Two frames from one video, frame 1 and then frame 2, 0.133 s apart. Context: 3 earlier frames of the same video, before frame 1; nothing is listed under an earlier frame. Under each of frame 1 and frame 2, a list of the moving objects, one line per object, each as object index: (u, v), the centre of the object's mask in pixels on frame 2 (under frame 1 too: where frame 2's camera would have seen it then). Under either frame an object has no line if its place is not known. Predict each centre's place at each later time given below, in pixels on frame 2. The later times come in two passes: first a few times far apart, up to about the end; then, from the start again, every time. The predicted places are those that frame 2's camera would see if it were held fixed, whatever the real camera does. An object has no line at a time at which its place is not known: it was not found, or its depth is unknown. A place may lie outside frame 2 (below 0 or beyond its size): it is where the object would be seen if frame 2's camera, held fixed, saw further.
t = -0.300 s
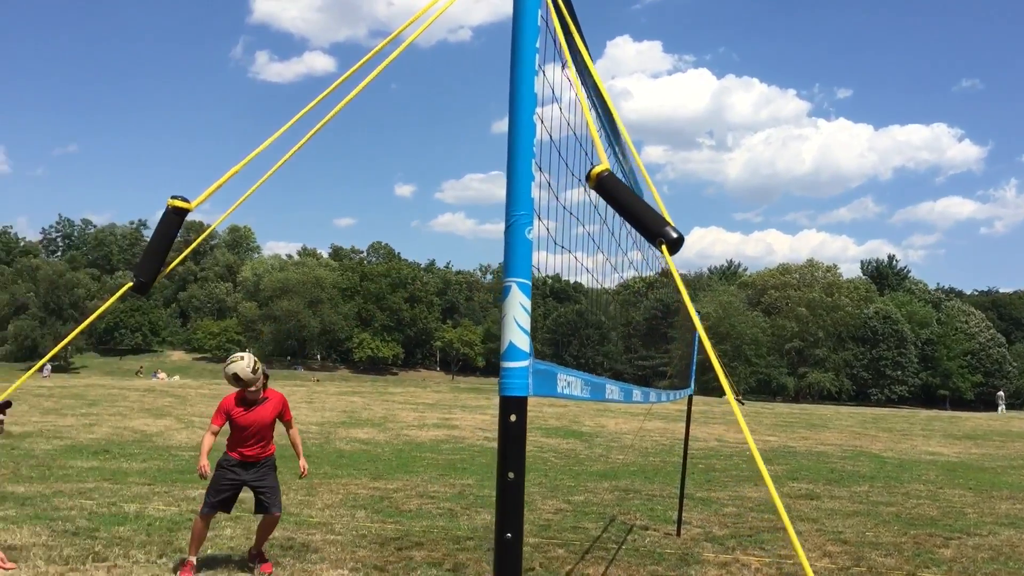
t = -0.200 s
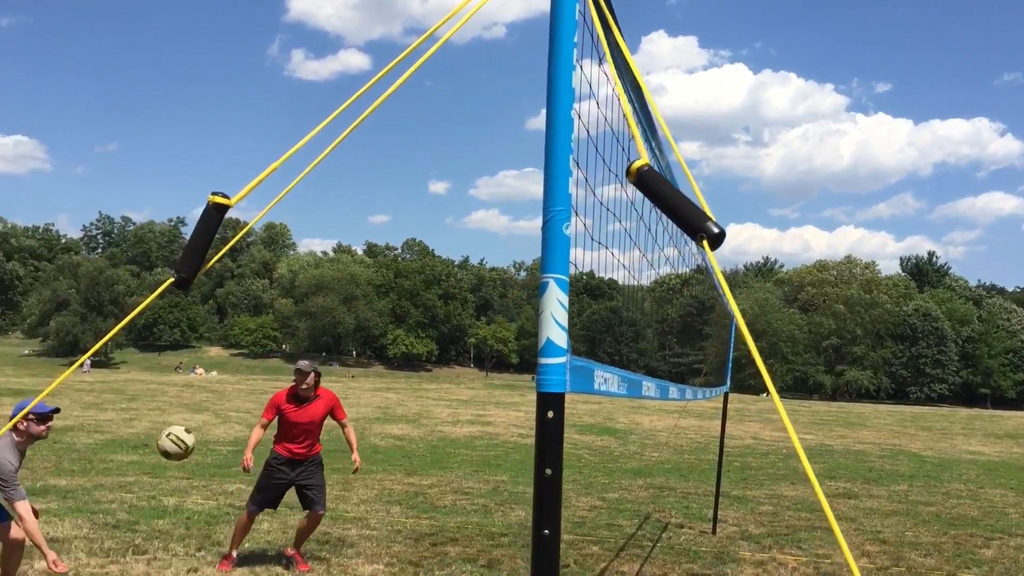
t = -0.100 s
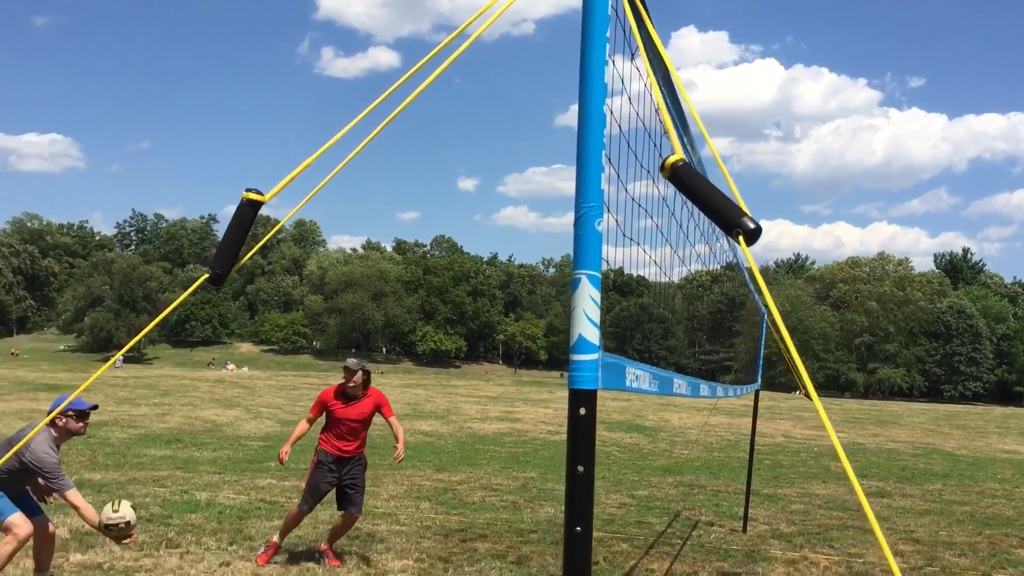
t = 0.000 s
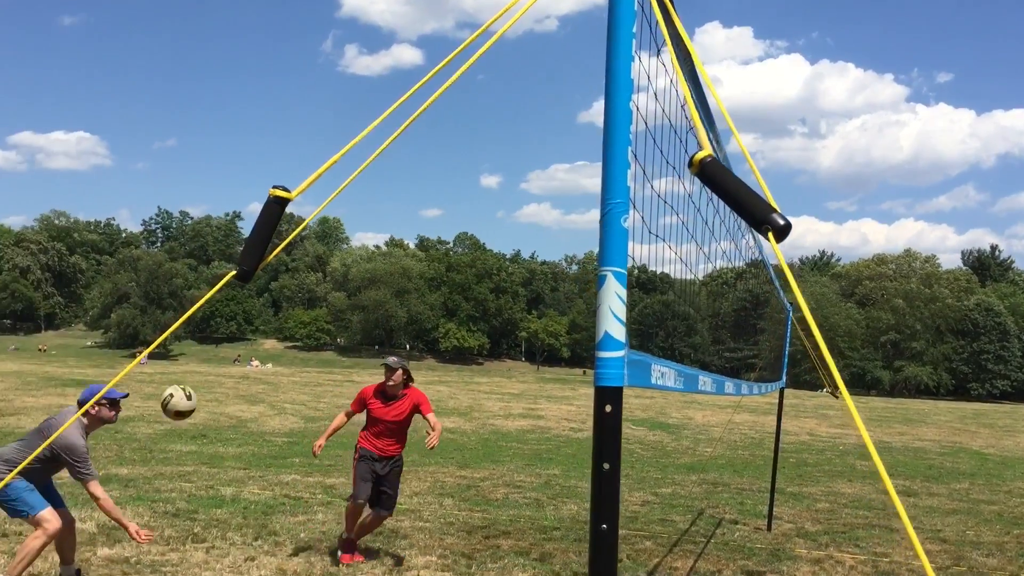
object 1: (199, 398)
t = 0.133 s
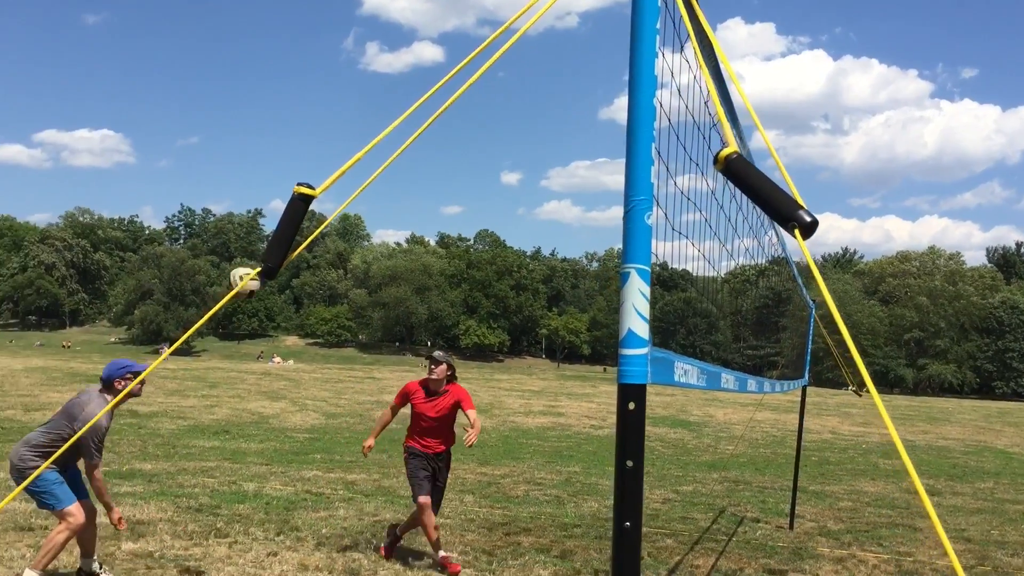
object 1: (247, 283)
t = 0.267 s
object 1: (275, 203)
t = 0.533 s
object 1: (342, 133)
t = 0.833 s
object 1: (405, 179)
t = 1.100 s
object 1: (449, 324)
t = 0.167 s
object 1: (249, 259)
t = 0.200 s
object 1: (260, 239)
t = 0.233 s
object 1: (268, 220)
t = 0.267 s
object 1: (275, 203)
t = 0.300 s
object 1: (283, 188)
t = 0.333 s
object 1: (294, 174)
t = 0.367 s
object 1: (303, 164)
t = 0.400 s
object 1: (311, 155)
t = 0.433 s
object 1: (319, 147)
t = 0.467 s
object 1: (327, 140)
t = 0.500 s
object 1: (335, 136)
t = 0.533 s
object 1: (342, 133)
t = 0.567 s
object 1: (350, 131)
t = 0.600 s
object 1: (357, 132)
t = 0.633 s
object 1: (364, 133)
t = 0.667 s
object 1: (369, 135)
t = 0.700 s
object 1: (380, 144)
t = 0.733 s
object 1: (385, 148)
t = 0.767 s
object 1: (392, 157)
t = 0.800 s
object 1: (400, 167)
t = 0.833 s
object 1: (405, 179)
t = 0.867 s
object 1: (411, 191)
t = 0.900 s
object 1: (417, 207)
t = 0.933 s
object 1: (423, 223)
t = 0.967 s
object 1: (428, 240)
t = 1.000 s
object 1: (434, 259)
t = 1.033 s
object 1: (437, 281)
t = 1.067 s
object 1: (445, 301)
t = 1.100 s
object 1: (449, 324)
